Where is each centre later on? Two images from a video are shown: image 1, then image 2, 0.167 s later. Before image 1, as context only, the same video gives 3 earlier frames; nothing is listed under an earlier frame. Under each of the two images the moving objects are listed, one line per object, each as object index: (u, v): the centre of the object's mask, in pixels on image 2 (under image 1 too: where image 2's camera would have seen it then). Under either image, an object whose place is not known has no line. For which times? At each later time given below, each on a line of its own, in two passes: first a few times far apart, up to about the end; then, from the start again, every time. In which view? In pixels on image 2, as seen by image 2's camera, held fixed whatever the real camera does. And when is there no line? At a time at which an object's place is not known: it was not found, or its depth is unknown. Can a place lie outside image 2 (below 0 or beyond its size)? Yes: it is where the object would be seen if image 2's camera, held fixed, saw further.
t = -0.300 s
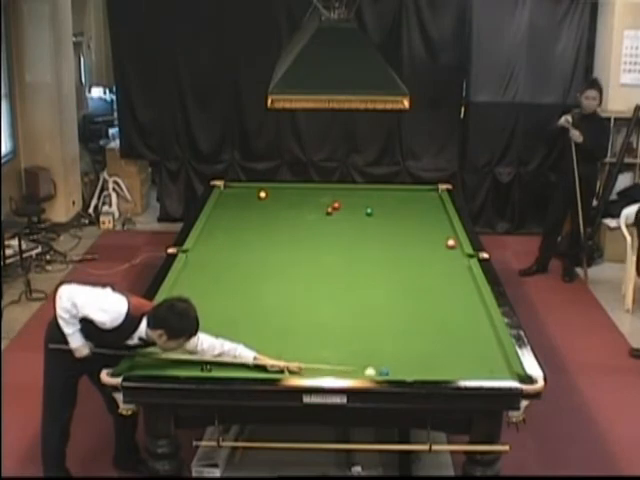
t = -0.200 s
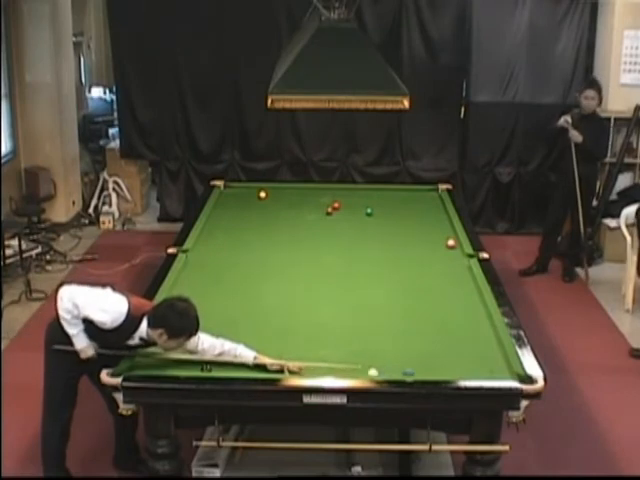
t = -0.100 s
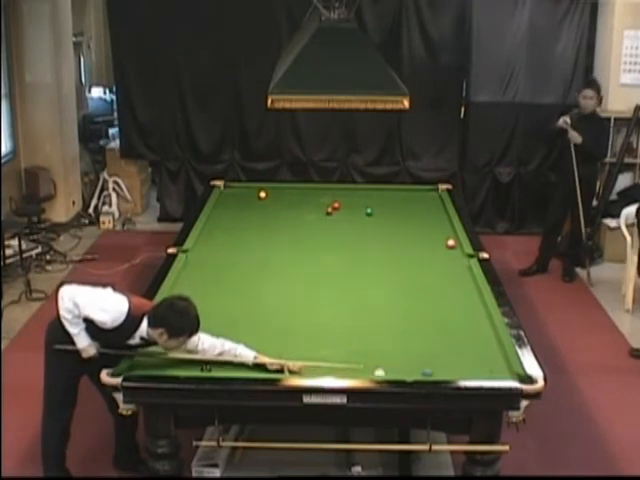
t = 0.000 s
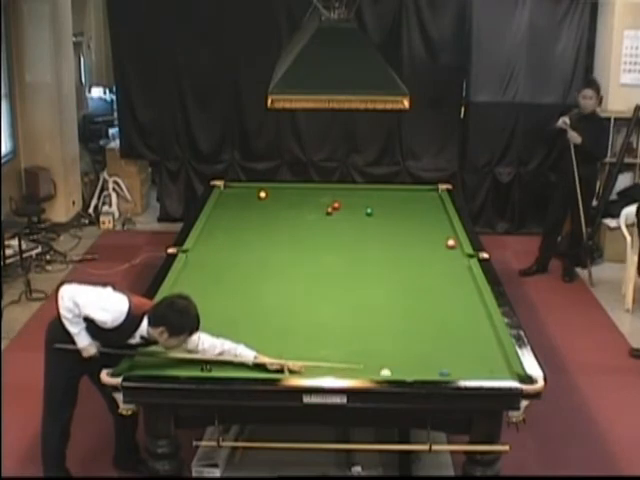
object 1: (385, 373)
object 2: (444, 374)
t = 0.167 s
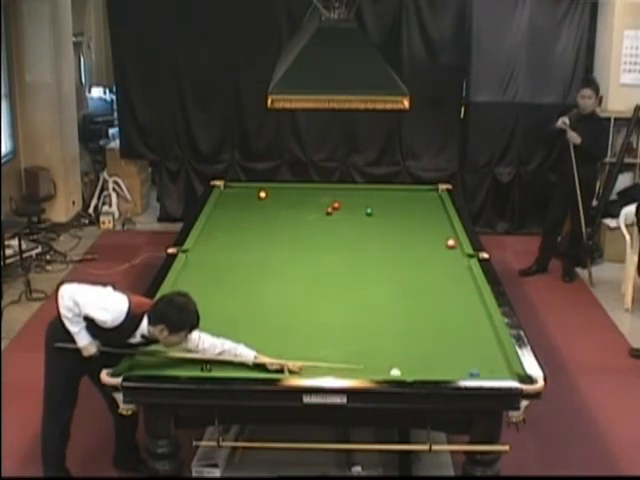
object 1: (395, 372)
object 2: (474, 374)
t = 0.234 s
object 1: (399, 372)
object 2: (485, 374)
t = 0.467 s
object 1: (411, 372)
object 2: (511, 375)
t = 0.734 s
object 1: (424, 371)
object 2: (508, 373)
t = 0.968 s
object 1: (434, 371)
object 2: (499, 368)
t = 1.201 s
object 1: (442, 370)
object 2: (491, 365)
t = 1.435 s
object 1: (450, 370)
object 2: (485, 362)
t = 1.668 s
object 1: (456, 370)
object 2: (480, 360)
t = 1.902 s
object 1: (461, 370)
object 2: (476, 358)
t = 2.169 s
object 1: (465, 370)
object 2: (473, 355)
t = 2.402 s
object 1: (468, 369)
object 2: (471, 355)
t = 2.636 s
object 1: (470, 369)
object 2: (469, 354)
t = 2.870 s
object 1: (470, 369)
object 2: (469, 353)
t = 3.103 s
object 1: (470, 369)
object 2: (469, 354)
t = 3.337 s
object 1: (470, 369)
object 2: (469, 353)
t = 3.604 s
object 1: (470, 369)
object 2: (469, 353)
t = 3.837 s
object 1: (470, 369)
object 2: (469, 353)
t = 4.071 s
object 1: (470, 369)
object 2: (469, 353)
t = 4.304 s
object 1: (470, 369)
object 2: (469, 353)
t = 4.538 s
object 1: (470, 369)
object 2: (469, 353)
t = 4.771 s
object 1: (470, 369)
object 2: (468, 353)
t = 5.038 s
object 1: (470, 369)
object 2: (469, 353)
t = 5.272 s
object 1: (470, 370)
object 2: (469, 353)
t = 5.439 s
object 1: (468, 369)
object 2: (468, 353)
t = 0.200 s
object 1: (397, 372)
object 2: (479, 373)
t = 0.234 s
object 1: (399, 372)
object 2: (485, 374)
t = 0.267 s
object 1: (400, 372)
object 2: (491, 374)
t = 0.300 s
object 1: (402, 372)
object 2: (496, 374)
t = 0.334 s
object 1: (404, 372)
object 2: (502, 375)
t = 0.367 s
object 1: (406, 372)
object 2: (507, 375)
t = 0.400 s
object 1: (408, 372)
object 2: (512, 375)
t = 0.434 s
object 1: (409, 372)
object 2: (510, 375)
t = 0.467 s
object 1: (411, 372)
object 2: (511, 375)
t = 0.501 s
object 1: (413, 372)
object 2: (510, 375)
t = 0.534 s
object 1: (414, 372)
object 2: (510, 375)
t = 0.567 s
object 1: (416, 372)
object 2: (510, 375)
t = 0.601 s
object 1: (417, 372)
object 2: (510, 374)
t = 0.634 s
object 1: (419, 372)
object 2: (510, 374)
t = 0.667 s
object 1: (421, 372)
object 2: (510, 373)
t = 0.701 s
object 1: (422, 372)
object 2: (509, 373)
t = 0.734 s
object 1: (424, 371)
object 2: (508, 373)
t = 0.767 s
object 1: (425, 371)
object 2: (507, 372)
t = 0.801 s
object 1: (427, 371)
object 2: (505, 371)
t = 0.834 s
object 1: (428, 371)
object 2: (503, 370)
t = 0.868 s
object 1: (429, 371)
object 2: (502, 370)
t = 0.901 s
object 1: (431, 371)
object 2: (501, 369)
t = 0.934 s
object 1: (432, 371)
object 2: (500, 369)
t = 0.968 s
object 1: (434, 371)
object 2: (499, 368)
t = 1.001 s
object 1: (435, 371)
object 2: (497, 368)
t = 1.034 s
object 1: (436, 371)
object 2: (496, 367)
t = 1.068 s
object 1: (437, 371)
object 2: (495, 367)
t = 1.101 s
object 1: (439, 370)
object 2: (494, 366)
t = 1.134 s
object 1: (440, 370)
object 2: (493, 366)
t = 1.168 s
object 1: (441, 370)
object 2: (492, 365)
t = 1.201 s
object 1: (442, 370)
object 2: (491, 365)
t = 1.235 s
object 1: (443, 370)
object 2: (490, 364)
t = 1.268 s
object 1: (444, 370)
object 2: (489, 364)
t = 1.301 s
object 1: (445, 370)
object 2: (488, 363)
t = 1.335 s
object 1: (447, 370)
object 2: (488, 363)
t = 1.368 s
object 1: (447, 370)
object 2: (486, 363)
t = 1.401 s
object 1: (448, 370)
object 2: (486, 362)
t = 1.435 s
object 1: (450, 370)
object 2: (485, 362)
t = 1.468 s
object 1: (450, 370)
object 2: (484, 362)
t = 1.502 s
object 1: (452, 370)
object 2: (483, 361)
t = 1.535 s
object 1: (452, 370)
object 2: (483, 361)
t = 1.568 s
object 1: (453, 370)
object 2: (482, 360)
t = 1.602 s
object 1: (454, 370)
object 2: (481, 360)
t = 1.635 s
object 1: (455, 370)
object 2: (480, 360)
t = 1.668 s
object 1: (456, 370)
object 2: (480, 360)
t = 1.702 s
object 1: (456, 370)
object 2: (479, 359)
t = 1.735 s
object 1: (457, 370)
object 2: (479, 359)
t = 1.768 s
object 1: (458, 370)
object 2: (478, 359)
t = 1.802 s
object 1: (459, 370)
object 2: (478, 358)
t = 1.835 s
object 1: (459, 370)
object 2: (477, 358)
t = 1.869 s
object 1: (460, 370)
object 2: (476, 358)
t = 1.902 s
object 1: (461, 370)
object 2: (476, 358)
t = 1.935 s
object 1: (461, 370)
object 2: (475, 357)
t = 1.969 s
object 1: (462, 370)
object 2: (475, 357)
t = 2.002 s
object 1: (463, 370)
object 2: (474, 357)
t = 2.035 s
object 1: (463, 370)
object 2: (474, 356)
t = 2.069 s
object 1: (464, 370)
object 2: (473, 356)
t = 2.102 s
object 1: (464, 370)
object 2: (473, 355)
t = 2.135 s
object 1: (465, 370)
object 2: (473, 356)
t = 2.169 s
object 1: (465, 370)
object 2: (473, 355)
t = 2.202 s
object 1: (465, 370)
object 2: (472, 355)
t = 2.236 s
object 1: (466, 370)
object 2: (472, 355)
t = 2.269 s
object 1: (466, 370)
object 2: (472, 355)
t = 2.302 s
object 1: (467, 369)
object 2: (471, 355)
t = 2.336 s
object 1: (467, 370)
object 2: (471, 355)
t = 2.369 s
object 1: (467, 370)
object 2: (471, 355)
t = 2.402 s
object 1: (468, 369)
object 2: (471, 355)
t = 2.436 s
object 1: (468, 369)
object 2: (471, 354)
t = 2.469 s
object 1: (469, 369)
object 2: (470, 354)
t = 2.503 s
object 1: (469, 369)
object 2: (470, 354)
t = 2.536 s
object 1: (469, 369)
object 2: (470, 354)
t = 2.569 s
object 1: (469, 369)
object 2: (470, 354)
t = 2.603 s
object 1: (469, 369)
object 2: (470, 354)
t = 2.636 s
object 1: (470, 369)
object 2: (469, 354)
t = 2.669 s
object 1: (470, 369)
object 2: (469, 354)
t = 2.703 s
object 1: (470, 369)
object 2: (469, 354)
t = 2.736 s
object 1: (470, 369)
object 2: (469, 354)
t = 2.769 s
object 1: (470, 369)
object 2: (469, 354)
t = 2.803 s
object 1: (470, 369)
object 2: (469, 353)
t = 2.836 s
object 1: (470, 369)
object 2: (469, 353)
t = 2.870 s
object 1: (470, 369)
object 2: (469, 353)
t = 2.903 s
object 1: (470, 369)
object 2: (469, 353)
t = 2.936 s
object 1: (470, 369)
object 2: (469, 353)
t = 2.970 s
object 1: (470, 369)
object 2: (469, 353)
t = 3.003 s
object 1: (470, 369)
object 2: (469, 354)
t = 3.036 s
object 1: (470, 369)
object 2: (469, 354)
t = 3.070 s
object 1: (470, 369)
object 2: (469, 354)
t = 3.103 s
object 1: (470, 369)
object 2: (469, 354)
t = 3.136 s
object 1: (470, 369)
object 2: (469, 353)
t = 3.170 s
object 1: (470, 369)
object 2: (469, 353)
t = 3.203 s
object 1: (470, 369)
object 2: (469, 354)
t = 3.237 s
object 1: (470, 369)
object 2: (469, 354)
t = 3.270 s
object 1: (470, 369)
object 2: (469, 354)
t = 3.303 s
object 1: (470, 369)
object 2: (469, 354)
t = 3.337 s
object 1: (470, 369)
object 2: (469, 353)
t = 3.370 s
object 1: (470, 369)
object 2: (469, 353)
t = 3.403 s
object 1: (470, 369)
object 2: (469, 353)
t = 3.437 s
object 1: (470, 369)
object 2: (469, 353)
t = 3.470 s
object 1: (470, 369)
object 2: (469, 353)
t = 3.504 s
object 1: (470, 369)
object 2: (469, 353)
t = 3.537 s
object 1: (470, 369)
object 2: (469, 353)
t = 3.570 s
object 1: (470, 369)
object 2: (469, 353)
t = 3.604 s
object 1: (470, 369)
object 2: (469, 353)
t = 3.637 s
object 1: (470, 369)
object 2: (469, 353)
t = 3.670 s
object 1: (470, 369)
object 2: (469, 353)
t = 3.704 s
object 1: (470, 369)
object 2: (469, 353)
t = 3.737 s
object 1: (470, 369)
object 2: (469, 353)
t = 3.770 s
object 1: (470, 369)
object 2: (469, 353)
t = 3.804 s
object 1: (470, 369)
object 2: (469, 353)
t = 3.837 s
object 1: (470, 369)
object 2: (469, 353)
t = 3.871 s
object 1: (470, 369)
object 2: (469, 353)
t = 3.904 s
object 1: (470, 369)
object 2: (469, 353)
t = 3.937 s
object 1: (470, 369)
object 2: (469, 353)
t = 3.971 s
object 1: (470, 369)
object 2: (469, 353)
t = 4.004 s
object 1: (470, 369)
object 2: (469, 353)
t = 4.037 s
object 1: (470, 369)
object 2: (469, 353)
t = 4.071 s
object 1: (470, 369)
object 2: (469, 353)
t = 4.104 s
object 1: (470, 369)
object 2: (469, 353)
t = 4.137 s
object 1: (470, 369)
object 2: (469, 353)
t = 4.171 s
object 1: (470, 369)
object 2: (469, 353)
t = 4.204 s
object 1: (470, 369)
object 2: (469, 353)
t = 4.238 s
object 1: (470, 369)
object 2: (469, 353)
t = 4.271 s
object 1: (470, 369)
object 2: (469, 353)
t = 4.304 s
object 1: (470, 369)
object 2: (469, 353)
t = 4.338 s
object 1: (470, 369)
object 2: (469, 353)
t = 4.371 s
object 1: (470, 369)
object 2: (469, 353)
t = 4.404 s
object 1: (470, 369)
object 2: (468, 353)
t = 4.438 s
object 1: (470, 369)
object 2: (469, 353)
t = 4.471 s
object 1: (470, 369)
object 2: (469, 353)
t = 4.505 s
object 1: (470, 369)
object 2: (468, 353)
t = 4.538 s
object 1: (470, 369)
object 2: (469, 353)
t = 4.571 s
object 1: (470, 369)
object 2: (468, 353)
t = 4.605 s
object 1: (470, 369)
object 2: (469, 353)
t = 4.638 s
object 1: (470, 369)
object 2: (469, 353)
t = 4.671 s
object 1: (470, 369)
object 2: (469, 353)
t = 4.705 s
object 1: (470, 369)
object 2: (469, 353)
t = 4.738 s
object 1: (470, 369)
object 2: (469, 353)
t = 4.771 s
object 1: (470, 369)
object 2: (468, 353)
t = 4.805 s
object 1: (470, 369)
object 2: (469, 353)
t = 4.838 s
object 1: (470, 369)
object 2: (469, 353)
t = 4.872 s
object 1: (470, 369)
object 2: (469, 353)
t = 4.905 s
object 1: (470, 369)
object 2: (469, 353)
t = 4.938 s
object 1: (470, 369)
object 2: (469, 353)
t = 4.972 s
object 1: (470, 369)
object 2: (469, 353)
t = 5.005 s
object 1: (470, 369)
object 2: (469, 353)
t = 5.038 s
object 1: (470, 369)
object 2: (469, 353)
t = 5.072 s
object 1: (470, 370)
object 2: (469, 353)
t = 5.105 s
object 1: (470, 370)
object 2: (469, 353)
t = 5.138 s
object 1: (470, 370)
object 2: (468, 353)
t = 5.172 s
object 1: (470, 370)
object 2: (469, 353)
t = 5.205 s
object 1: (470, 370)
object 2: (469, 353)
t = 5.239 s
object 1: (470, 370)
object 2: (469, 353)
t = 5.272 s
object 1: (470, 370)
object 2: (469, 353)
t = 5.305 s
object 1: (470, 370)
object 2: (469, 353)
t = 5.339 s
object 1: (470, 370)
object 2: (468, 353)
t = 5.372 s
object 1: (470, 369)
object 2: (468, 353)
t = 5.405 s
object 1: (470, 369)
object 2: (469, 353)
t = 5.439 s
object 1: (468, 369)
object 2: (468, 353)
